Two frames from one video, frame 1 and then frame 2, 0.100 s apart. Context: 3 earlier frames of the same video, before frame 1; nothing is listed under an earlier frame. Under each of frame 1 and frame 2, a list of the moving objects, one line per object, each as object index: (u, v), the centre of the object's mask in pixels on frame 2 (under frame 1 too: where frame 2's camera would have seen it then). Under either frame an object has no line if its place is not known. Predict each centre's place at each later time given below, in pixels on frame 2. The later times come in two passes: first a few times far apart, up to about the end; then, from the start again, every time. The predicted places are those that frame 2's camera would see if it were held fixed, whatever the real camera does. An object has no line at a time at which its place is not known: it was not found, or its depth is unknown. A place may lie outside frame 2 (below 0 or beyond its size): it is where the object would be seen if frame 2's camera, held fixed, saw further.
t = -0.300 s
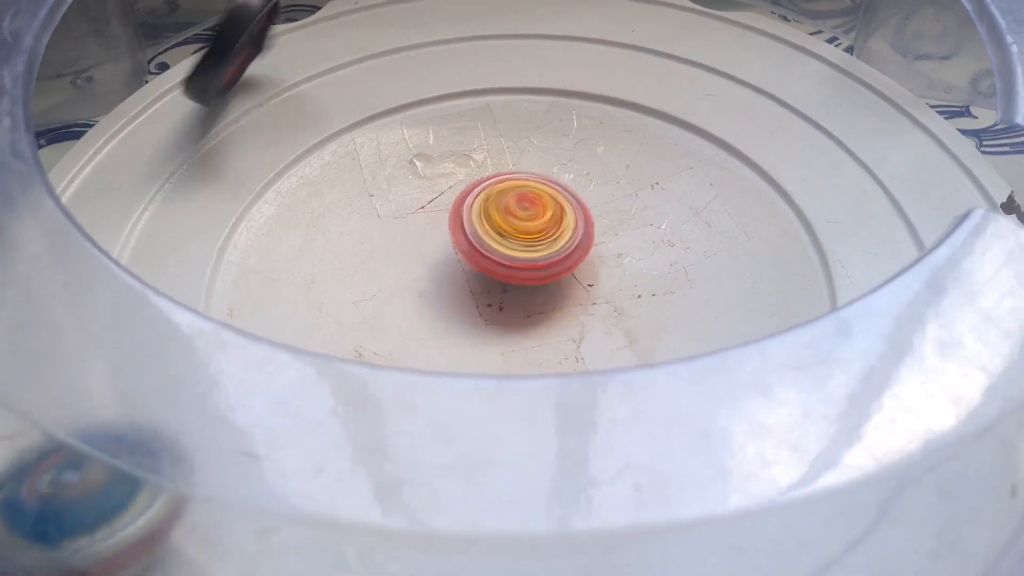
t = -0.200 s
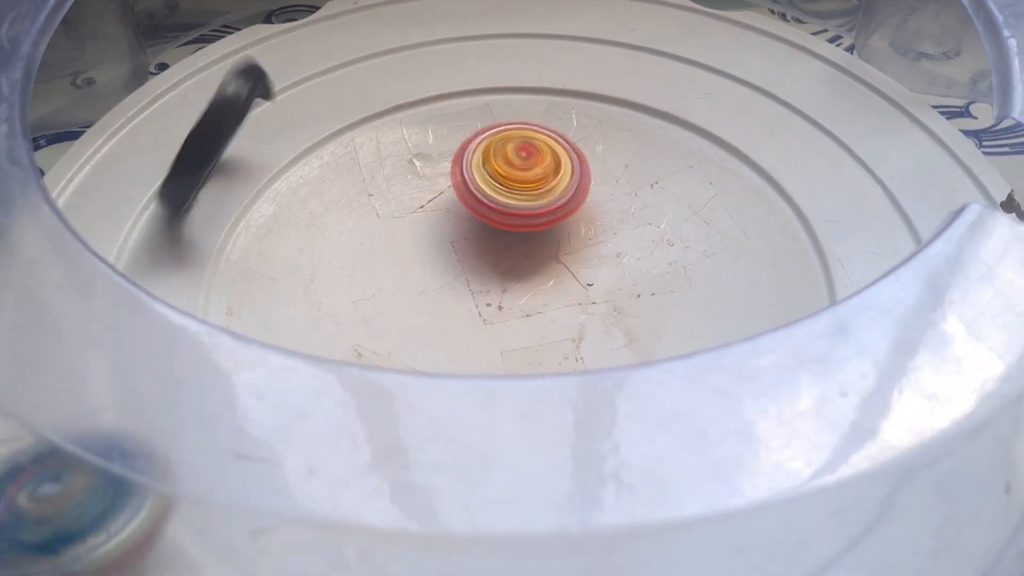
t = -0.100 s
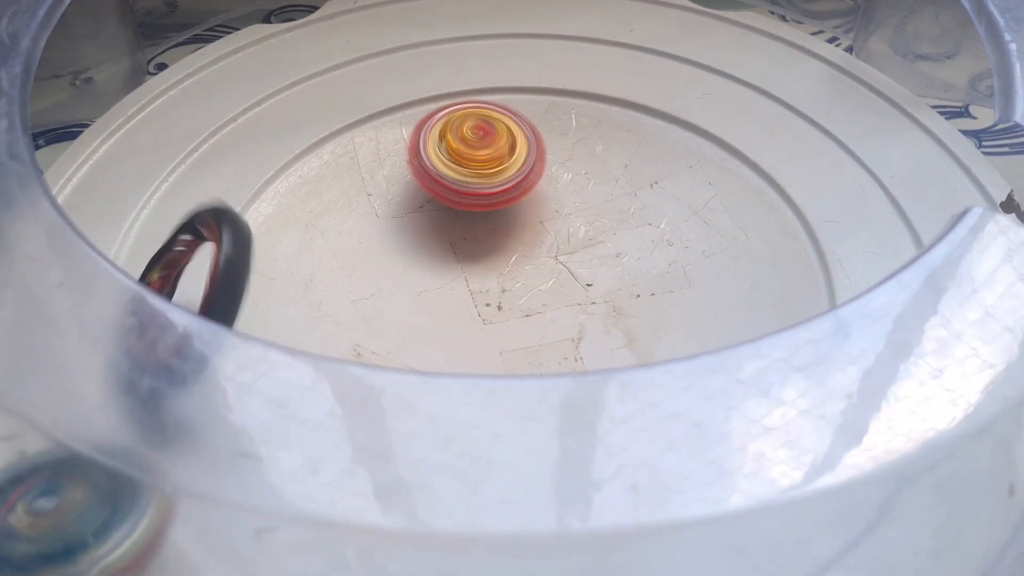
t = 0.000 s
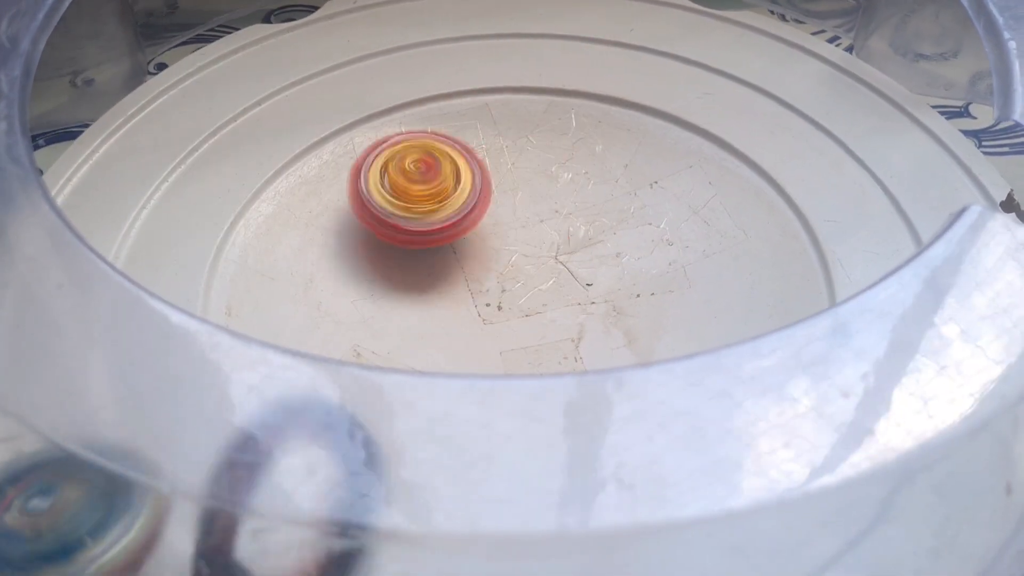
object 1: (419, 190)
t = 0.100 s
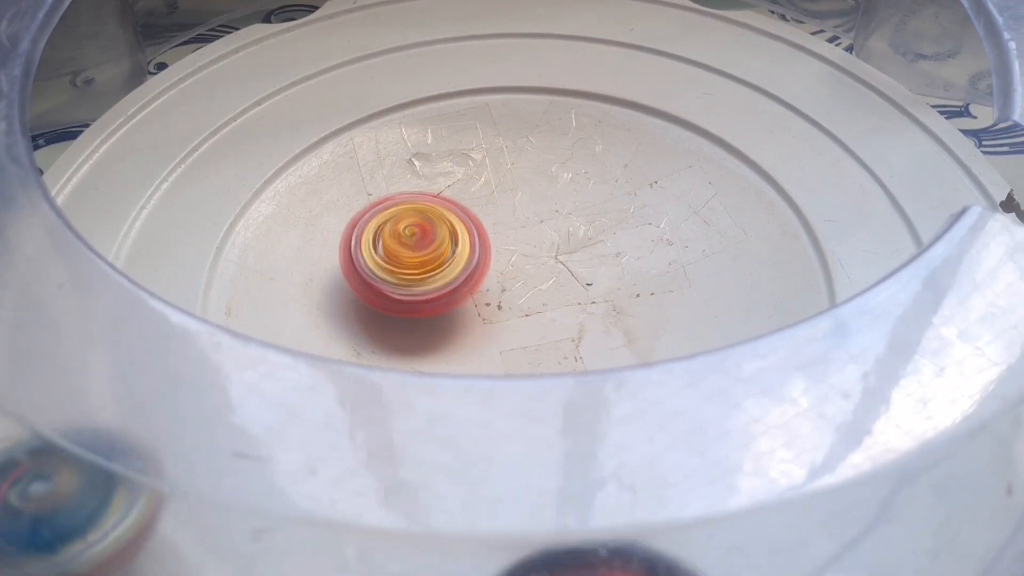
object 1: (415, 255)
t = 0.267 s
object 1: (557, 317)
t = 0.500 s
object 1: (673, 189)
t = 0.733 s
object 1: (418, 165)
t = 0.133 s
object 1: (429, 275)
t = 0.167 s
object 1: (451, 296)
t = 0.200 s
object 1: (483, 311)
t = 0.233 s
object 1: (520, 317)
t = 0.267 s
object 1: (557, 317)
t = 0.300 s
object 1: (598, 311)
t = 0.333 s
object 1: (633, 299)
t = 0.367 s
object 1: (661, 281)
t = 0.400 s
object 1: (679, 258)
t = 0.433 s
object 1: (686, 235)
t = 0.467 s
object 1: (686, 212)
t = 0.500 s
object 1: (673, 189)
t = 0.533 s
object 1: (653, 169)
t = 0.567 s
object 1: (626, 151)
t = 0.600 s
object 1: (591, 139)
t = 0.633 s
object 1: (551, 132)
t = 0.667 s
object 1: (506, 133)
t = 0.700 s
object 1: (461, 145)
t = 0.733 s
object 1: (418, 165)
